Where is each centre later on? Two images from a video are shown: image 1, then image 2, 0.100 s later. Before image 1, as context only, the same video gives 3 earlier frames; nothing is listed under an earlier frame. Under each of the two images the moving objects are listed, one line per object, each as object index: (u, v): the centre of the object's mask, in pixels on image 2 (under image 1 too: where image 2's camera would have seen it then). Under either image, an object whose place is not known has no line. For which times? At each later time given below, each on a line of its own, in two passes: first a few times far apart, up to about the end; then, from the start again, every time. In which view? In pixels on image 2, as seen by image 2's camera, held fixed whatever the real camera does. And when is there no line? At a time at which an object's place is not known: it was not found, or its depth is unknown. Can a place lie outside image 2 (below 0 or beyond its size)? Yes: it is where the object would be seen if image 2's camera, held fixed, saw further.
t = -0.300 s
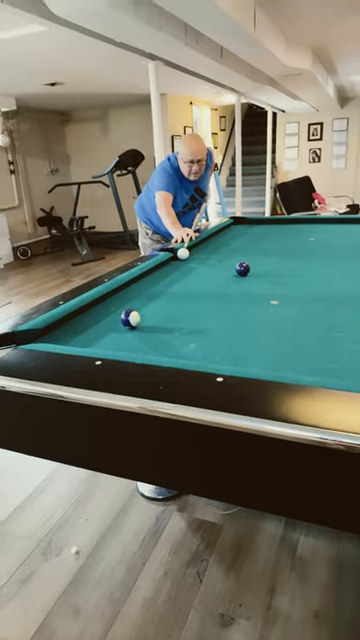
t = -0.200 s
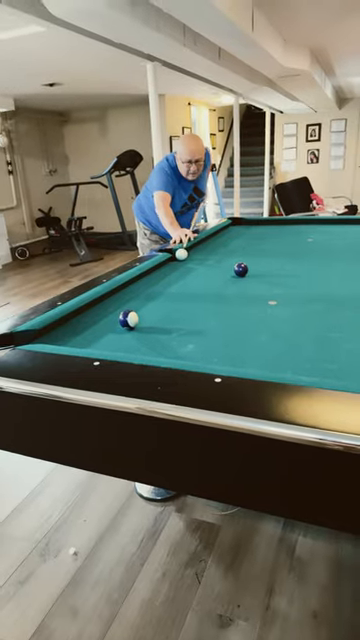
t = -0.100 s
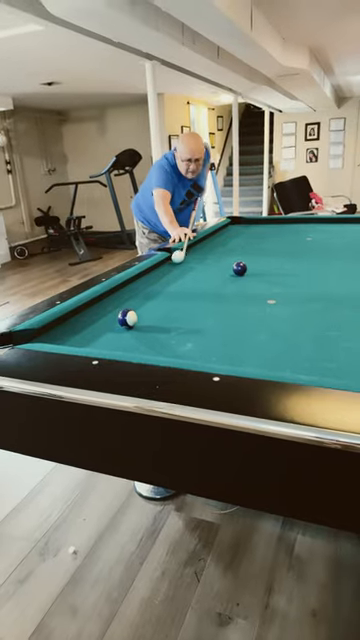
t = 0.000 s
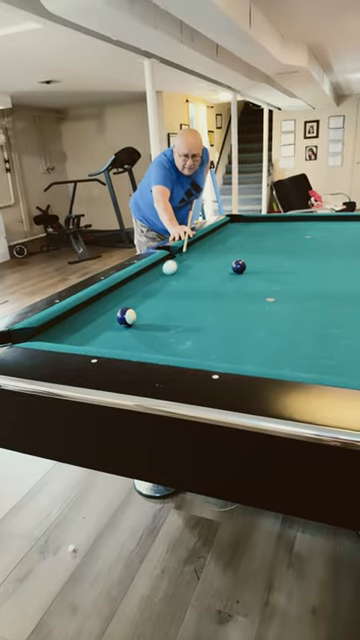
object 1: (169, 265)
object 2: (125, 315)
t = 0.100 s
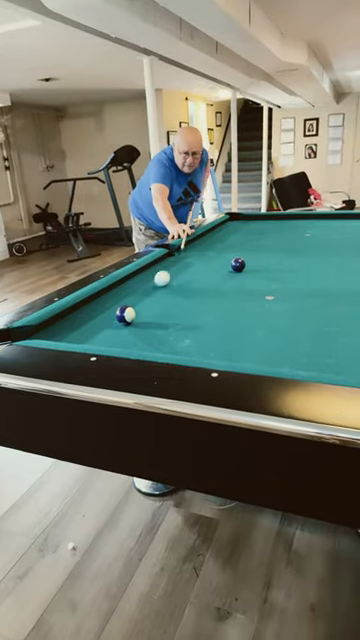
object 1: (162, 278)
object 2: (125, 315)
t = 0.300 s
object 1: (145, 311)
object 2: (124, 315)
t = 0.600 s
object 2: (84, 321)
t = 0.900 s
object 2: (47, 327)
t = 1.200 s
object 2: (38, 332)
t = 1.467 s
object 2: (31, 335)
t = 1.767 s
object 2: (28, 335)
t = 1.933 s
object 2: (30, 334)
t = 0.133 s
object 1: (159, 283)
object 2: (125, 315)
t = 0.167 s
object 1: (157, 288)
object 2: (125, 315)
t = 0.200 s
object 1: (154, 293)
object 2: (125, 315)
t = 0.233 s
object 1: (151, 299)
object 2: (125, 315)
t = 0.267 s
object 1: (148, 304)
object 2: (125, 314)
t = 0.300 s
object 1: (145, 311)
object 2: (124, 315)
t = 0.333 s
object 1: (146, 318)
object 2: (119, 316)
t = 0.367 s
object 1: (148, 324)
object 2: (115, 316)
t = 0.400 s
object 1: (149, 332)
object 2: (110, 317)
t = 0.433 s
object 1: (151, 340)
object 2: (105, 318)
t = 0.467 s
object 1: (153, 345)
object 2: (101, 319)
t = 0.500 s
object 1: (165, 346)
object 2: (97, 319)
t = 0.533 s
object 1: (178, 344)
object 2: (93, 320)
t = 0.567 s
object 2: (89, 321)
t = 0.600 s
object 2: (84, 321)
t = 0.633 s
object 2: (80, 322)
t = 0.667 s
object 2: (76, 323)
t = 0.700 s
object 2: (72, 323)
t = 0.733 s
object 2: (68, 324)
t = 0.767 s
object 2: (64, 325)
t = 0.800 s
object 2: (60, 325)
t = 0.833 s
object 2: (56, 326)
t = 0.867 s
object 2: (52, 326)
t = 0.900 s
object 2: (47, 327)
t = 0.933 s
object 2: (42, 328)
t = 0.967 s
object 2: (42, 329)
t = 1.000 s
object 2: (42, 330)
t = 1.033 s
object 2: (41, 330)
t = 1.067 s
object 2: (41, 331)
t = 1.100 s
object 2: (40, 331)
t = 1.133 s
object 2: (39, 332)
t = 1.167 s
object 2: (39, 332)
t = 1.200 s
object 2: (38, 332)
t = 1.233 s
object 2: (37, 333)
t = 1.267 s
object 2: (36, 334)
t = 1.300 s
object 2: (35, 334)
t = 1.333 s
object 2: (34, 334)
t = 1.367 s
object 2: (33, 335)
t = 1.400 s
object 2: (32, 334)
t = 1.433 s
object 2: (31, 335)
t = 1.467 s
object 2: (31, 335)
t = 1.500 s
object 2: (29, 335)
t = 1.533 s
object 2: (29, 335)
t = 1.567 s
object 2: (28, 335)
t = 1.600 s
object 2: (29, 335)
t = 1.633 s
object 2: (29, 335)
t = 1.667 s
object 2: (29, 335)
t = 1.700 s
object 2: (29, 335)
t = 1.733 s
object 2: (28, 335)
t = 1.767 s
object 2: (28, 335)
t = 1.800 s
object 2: (28, 334)
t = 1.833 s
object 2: (28, 334)
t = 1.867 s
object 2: (29, 334)
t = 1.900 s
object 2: (30, 334)
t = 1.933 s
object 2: (30, 334)
